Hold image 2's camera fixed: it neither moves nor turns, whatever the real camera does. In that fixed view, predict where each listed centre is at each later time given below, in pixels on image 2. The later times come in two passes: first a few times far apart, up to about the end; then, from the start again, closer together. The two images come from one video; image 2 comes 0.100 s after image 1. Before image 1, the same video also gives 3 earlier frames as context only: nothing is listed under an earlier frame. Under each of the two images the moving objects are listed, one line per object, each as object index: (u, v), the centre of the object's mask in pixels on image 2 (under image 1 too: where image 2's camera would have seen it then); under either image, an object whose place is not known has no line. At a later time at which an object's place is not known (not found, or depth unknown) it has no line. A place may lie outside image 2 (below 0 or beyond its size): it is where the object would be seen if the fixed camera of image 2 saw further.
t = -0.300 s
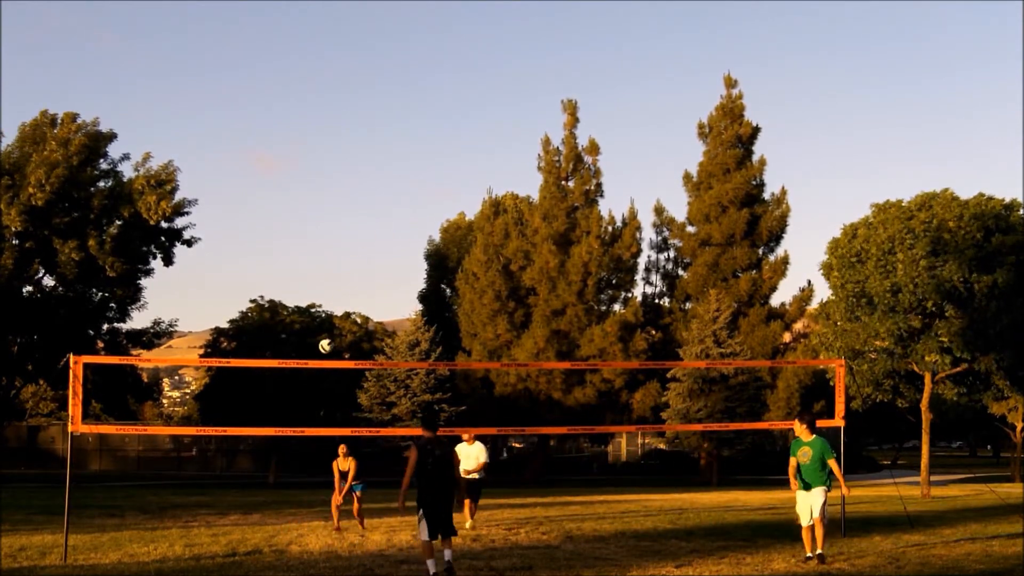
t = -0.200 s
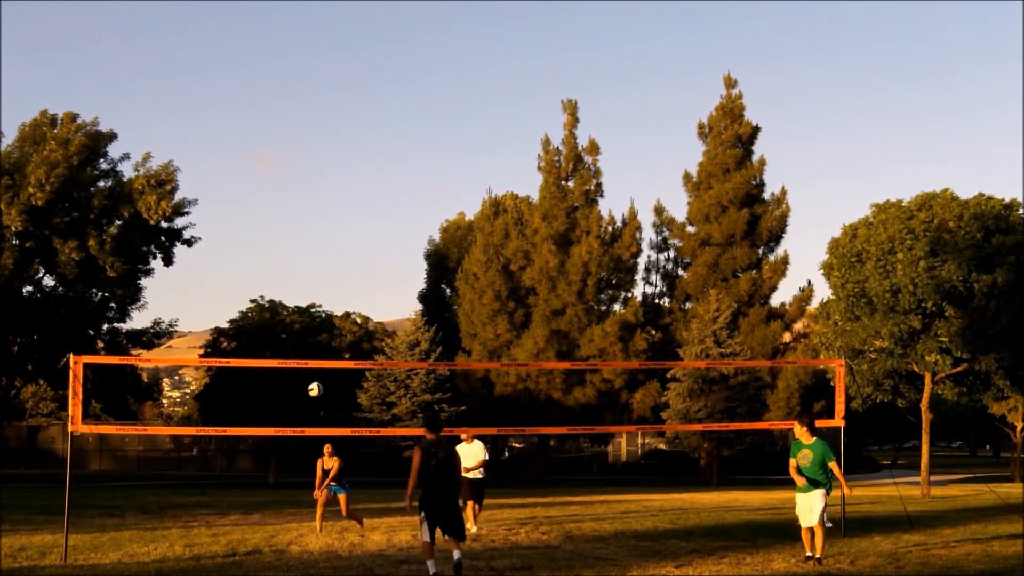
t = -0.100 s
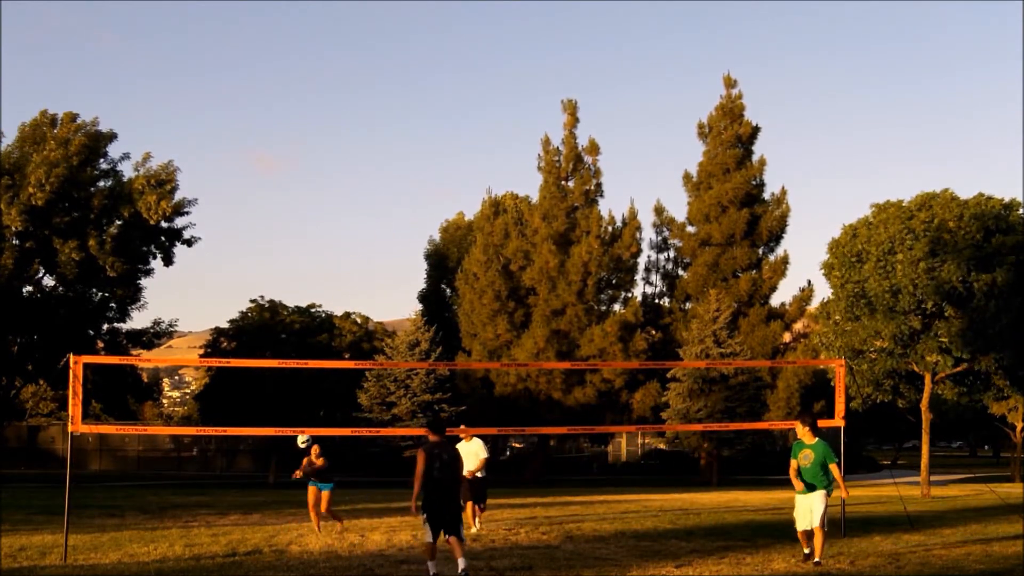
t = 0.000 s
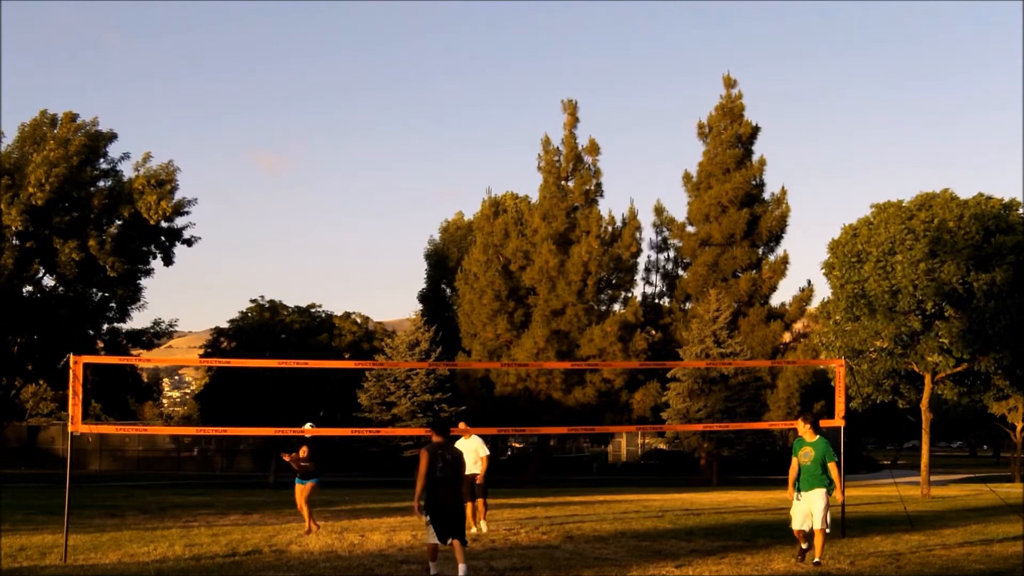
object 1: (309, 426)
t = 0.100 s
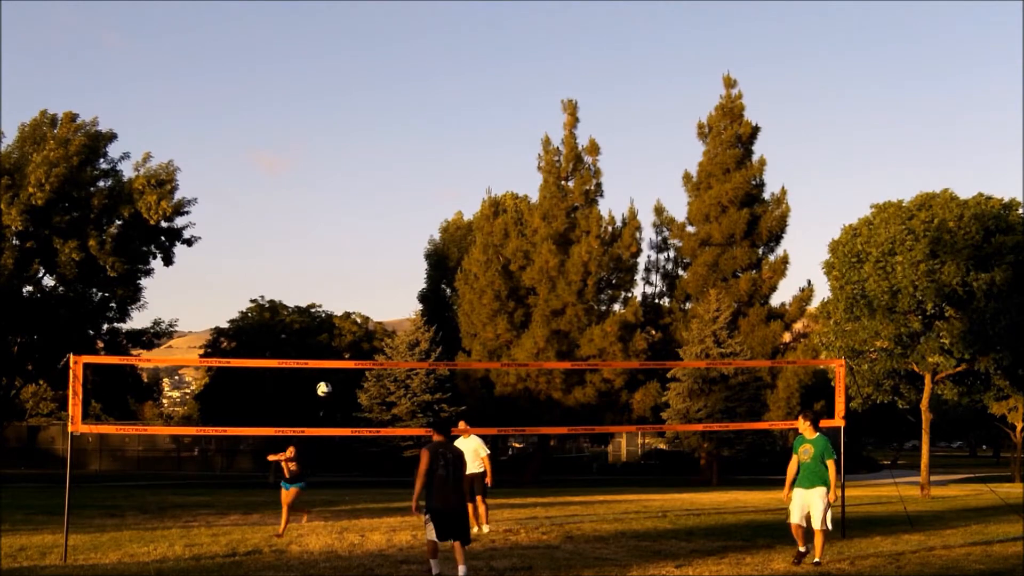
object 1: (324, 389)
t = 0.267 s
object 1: (349, 334)
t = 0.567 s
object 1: (400, 281)
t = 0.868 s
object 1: (451, 287)
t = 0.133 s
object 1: (329, 377)
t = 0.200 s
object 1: (339, 353)
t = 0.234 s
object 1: (345, 344)
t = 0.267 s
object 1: (349, 334)
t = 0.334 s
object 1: (359, 317)
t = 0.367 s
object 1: (366, 310)
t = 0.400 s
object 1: (372, 304)
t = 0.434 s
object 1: (377, 298)
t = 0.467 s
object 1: (383, 293)
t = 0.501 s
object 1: (388, 288)
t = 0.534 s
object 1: (394, 284)
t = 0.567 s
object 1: (400, 281)
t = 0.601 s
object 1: (406, 279)
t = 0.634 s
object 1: (411, 277)
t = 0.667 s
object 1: (417, 276)
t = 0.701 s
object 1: (422, 276)
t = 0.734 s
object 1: (428, 276)
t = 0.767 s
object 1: (435, 278)
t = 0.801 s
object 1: (440, 280)
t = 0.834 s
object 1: (446, 283)
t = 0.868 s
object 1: (451, 287)
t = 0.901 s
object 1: (458, 291)
